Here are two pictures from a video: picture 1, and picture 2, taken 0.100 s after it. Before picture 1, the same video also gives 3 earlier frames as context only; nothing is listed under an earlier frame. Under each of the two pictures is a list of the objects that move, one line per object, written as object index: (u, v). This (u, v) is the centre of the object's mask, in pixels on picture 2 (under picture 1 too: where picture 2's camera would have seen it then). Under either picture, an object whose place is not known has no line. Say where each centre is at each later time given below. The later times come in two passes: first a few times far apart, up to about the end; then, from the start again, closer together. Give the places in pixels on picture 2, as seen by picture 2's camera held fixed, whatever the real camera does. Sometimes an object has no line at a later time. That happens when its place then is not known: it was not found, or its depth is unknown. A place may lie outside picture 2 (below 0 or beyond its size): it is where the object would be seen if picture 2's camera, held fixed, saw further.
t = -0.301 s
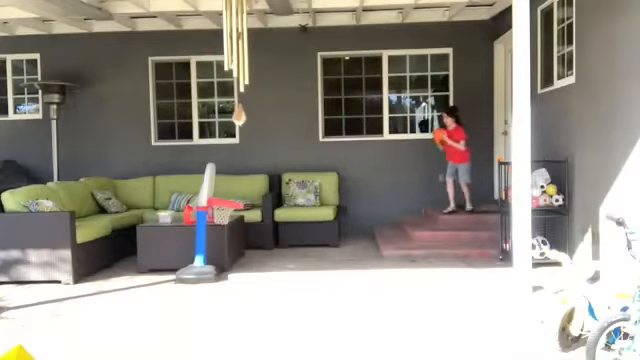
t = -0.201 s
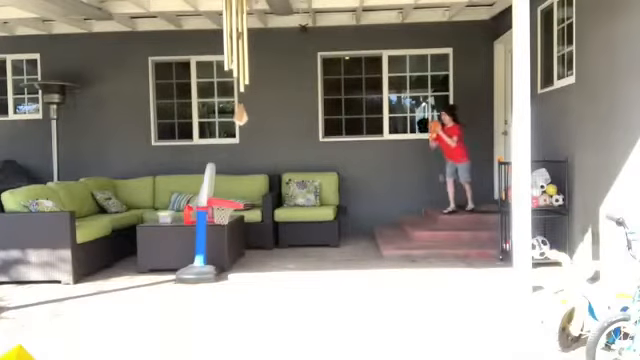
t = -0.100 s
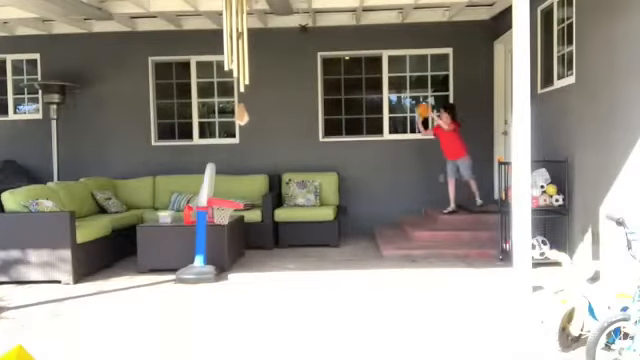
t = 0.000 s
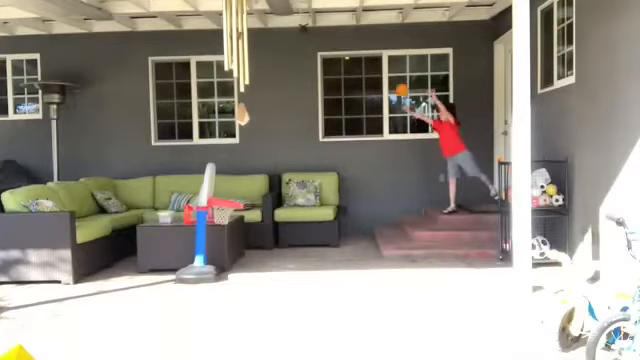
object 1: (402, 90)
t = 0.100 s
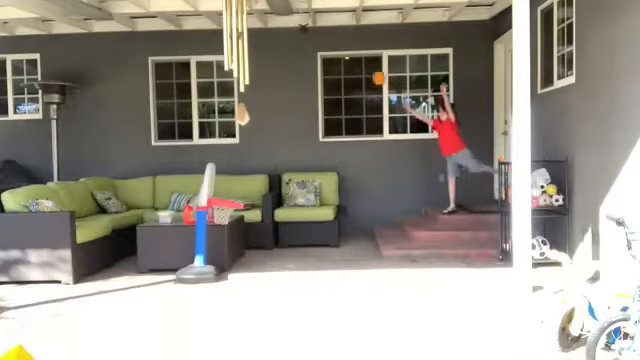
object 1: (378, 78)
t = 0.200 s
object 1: (355, 75)
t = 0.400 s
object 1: (307, 98)
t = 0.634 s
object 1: (247, 170)
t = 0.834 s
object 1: (219, 214)
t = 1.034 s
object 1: (226, 229)
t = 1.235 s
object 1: (232, 264)
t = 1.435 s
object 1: (237, 233)
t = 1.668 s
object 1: (244, 249)
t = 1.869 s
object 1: (246, 241)
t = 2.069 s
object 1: (248, 243)
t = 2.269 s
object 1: (249, 242)
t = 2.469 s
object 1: (250, 246)
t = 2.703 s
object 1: (251, 241)
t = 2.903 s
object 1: (251, 242)
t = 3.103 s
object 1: (250, 243)
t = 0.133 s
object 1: (371, 76)
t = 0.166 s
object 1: (363, 75)
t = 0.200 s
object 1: (355, 75)
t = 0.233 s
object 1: (347, 76)
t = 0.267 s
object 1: (340, 78)
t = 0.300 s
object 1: (331, 82)
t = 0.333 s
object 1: (323, 86)
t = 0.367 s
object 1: (315, 92)
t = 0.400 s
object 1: (307, 98)
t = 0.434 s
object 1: (298, 106)
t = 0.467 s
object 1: (289, 114)
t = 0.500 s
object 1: (280, 124)
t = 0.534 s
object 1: (271, 135)
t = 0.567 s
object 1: (263, 146)
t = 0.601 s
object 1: (255, 159)
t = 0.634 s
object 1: (247, 170)
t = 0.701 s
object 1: (231, 200)
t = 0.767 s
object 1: (220, 213)
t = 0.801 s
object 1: (219, 214)
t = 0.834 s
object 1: (219, 214)
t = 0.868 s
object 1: (219, 214)
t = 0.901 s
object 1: (219, 214)
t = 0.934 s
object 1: (221, 215)
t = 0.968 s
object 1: (223, 217)
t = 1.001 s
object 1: (225, 222)
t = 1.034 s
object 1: (226, 229)
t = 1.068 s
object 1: (227, 233)
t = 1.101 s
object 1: (228, 240)
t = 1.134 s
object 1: (229, 248)
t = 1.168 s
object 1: (231, 257)
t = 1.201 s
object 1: (232, 266)
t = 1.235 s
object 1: (232, 264)
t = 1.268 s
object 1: (233, 256)
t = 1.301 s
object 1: (234, 248)
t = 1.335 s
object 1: (235, 243)
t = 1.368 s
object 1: (236, 238)
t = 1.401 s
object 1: (237, 235)
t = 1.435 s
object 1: (237, 233)
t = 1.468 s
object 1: (238, 233)
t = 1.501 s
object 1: (239, 233)
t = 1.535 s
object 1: (240, 234)
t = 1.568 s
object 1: (241, 237)
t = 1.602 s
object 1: (242, 240)
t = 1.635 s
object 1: (243, 244)
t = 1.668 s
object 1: (244, 249)
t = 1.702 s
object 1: (245, 256)
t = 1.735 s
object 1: (245, 259)
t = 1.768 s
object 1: (245, 253)
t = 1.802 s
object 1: (246, 248)
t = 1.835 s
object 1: (246, 244)
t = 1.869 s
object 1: (246, 241)
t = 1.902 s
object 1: (247, 239)
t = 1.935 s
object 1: (247, 238)
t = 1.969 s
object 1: (247, 238)
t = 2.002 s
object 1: (248, 238)
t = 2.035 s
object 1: (248, 240)
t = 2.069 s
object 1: (248, 243)
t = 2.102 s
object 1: (249, 247)
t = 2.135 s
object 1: (249, 251)
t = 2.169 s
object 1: (249, 251)
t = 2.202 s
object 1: (249, 247)
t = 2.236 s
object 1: (249, 244)
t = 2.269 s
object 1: (249, 242)
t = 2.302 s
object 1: (249, 240)
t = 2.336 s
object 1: (249, 240)
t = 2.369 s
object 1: (248, 241)
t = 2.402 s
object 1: (249, 241)
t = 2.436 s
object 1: (250, 243)
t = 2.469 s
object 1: (250, 246)
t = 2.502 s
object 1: (251, 249)
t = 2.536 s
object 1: (251, 249)
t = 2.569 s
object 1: (251, 245)
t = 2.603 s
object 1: (251, 243)
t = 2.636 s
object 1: (251, 242)
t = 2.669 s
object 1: (251, 241)
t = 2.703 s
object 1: (251, 241)
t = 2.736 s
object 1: (251, 243)
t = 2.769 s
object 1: (251, 245)
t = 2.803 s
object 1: (251, 247)
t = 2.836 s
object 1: (251, 245)
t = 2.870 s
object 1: (251, 243)
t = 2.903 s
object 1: (251, 242)
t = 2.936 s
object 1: (251, 242)
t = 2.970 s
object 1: (251, 243)
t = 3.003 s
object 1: (251, 244)
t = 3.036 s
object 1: (251, 244)
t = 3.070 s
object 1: (251, 244)
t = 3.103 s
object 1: (250, 243)
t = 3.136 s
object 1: (250, 243)
